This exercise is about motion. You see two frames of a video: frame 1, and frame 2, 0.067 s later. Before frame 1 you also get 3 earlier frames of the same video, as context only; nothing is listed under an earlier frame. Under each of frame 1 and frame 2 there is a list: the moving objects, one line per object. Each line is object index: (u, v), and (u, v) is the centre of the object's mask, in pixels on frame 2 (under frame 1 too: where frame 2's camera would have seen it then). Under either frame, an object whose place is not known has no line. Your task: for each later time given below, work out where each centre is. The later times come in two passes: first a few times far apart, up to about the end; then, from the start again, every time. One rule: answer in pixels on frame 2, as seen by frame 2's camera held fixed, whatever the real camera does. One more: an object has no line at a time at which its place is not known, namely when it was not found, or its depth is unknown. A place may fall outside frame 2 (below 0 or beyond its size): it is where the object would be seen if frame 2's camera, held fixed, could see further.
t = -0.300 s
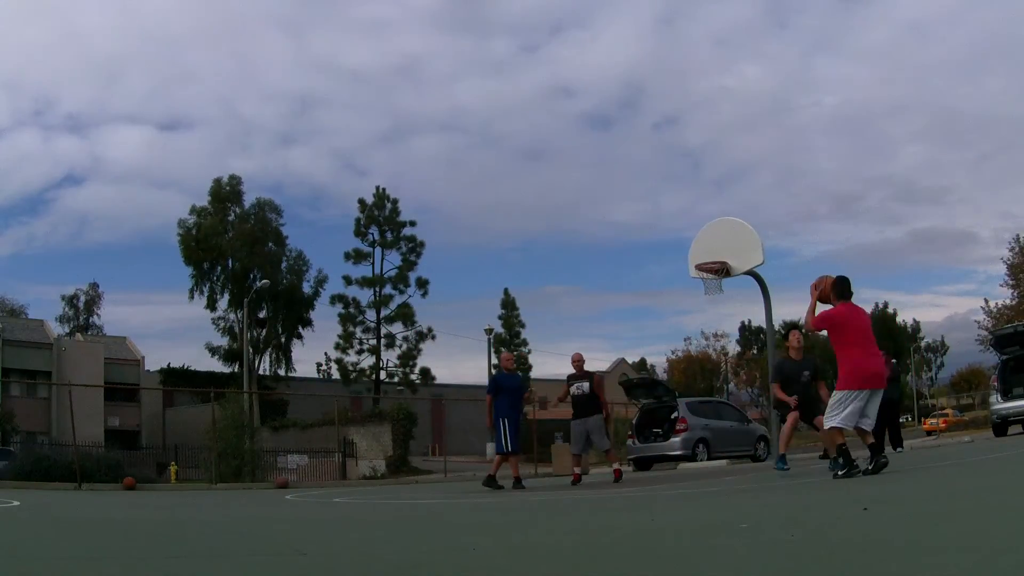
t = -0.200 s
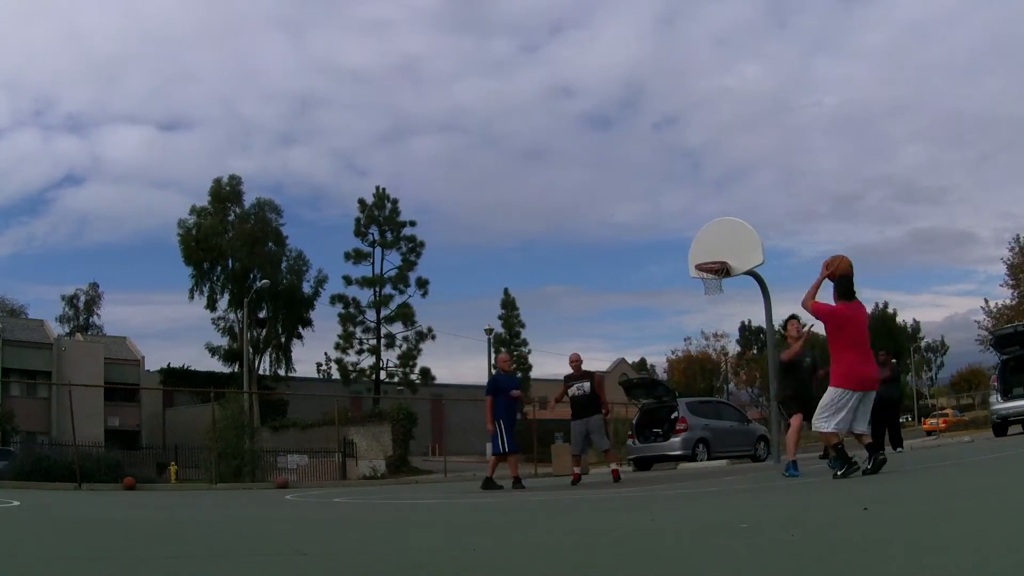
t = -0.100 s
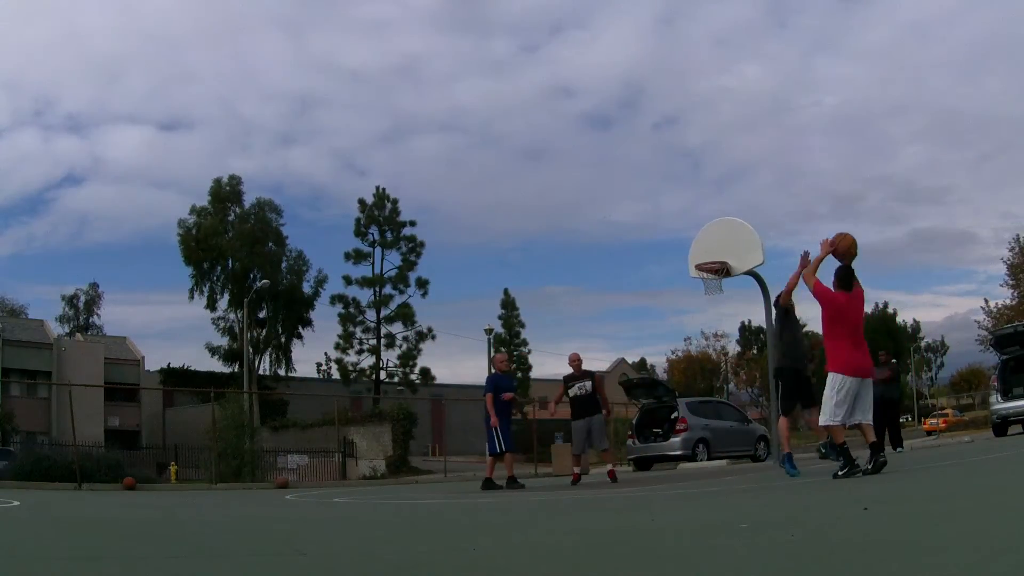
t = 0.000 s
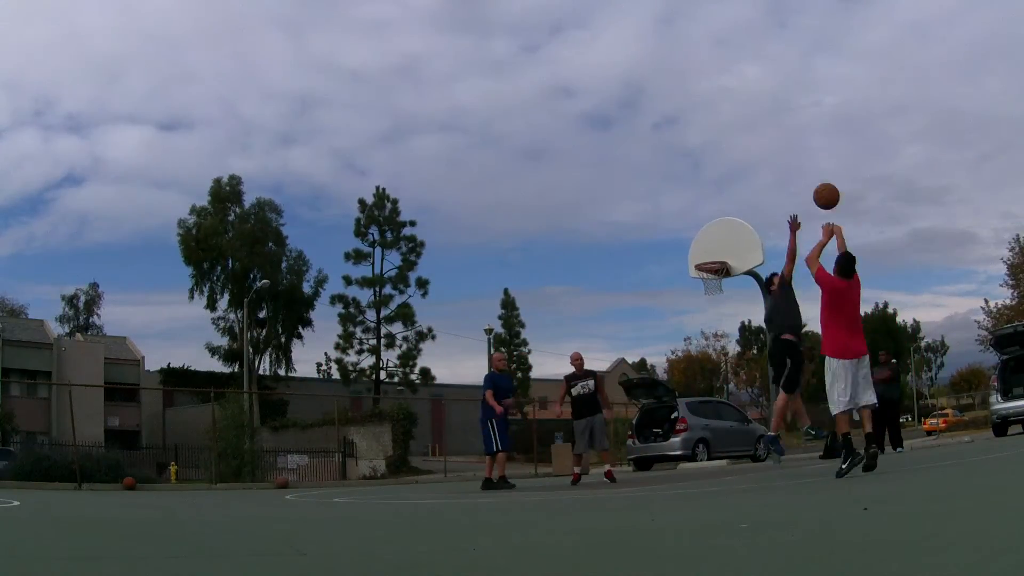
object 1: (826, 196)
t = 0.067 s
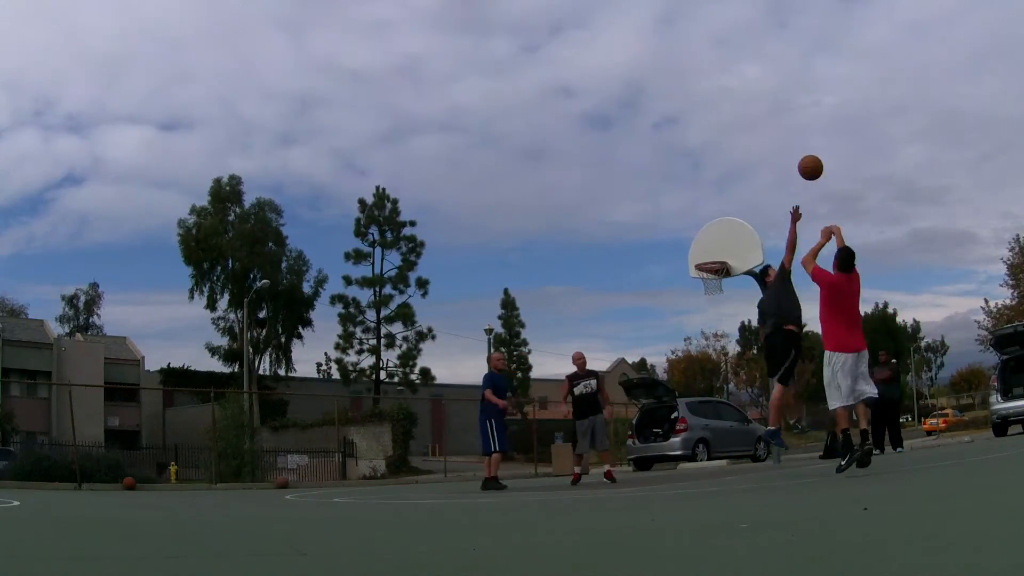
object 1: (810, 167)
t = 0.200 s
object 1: (784, 130)
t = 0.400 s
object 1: (756, 111)
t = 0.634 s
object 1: (734, 130)
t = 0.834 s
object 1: (722, 173)
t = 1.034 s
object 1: (714, 237)
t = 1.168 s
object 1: (711, 286)
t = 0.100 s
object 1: (803, 156)
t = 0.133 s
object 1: (797, 146)
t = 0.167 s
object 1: (790, 137)
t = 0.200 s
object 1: (784, 130)
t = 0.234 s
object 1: (779, 124)
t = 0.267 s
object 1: (774, 119)
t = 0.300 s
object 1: (769, 116)
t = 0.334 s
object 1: (764, 113)
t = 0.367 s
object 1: (760, 111)
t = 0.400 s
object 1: (756, 111)
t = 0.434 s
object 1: (752, 111)
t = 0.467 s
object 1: (749, 112)
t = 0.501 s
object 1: (746, 114)
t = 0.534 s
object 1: (743, 117)
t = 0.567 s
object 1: (740, 121)
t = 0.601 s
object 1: (737, 125)
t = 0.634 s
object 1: (734, 130)
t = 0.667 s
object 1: (732, 136)
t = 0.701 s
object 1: (730, 142)
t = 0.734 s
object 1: (728, 149)
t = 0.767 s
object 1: (726, 156)
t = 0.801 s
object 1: (724, 164)
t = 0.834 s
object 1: (722, 173)
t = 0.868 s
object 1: (721, 183)
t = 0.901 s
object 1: (719, 192)
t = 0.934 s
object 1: (718, 203)
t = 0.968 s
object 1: (716, 214)
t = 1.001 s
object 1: (715, 225)
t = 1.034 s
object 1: (714, 237)
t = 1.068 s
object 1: (712, 250)
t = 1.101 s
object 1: (711, 260)
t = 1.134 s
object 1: (711, 275)
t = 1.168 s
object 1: (711, 286)
